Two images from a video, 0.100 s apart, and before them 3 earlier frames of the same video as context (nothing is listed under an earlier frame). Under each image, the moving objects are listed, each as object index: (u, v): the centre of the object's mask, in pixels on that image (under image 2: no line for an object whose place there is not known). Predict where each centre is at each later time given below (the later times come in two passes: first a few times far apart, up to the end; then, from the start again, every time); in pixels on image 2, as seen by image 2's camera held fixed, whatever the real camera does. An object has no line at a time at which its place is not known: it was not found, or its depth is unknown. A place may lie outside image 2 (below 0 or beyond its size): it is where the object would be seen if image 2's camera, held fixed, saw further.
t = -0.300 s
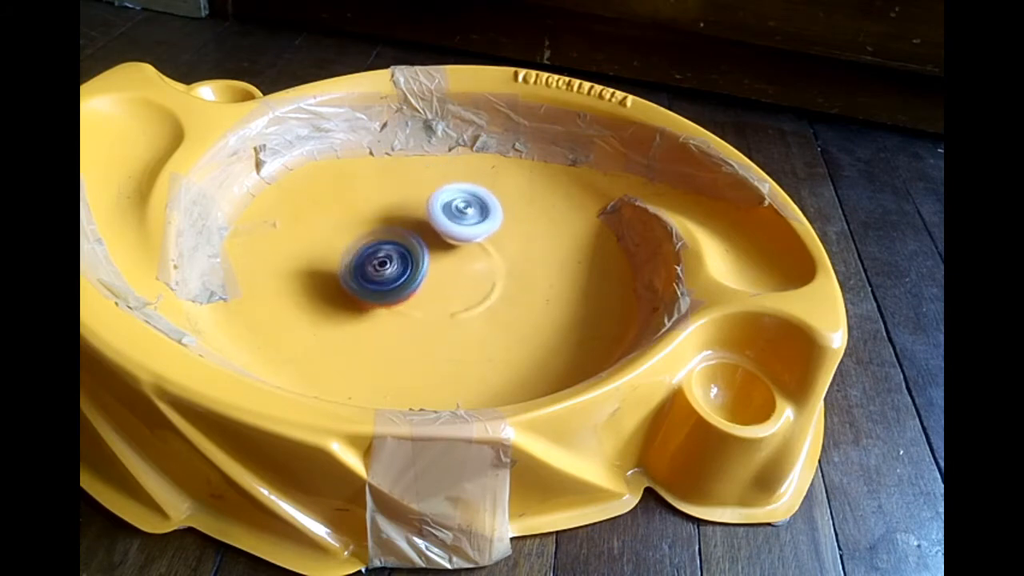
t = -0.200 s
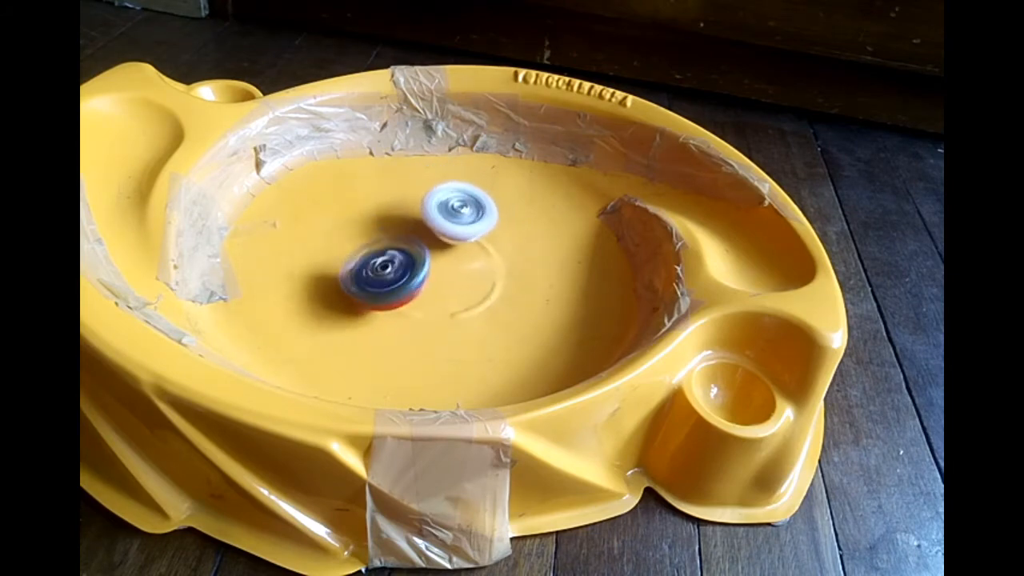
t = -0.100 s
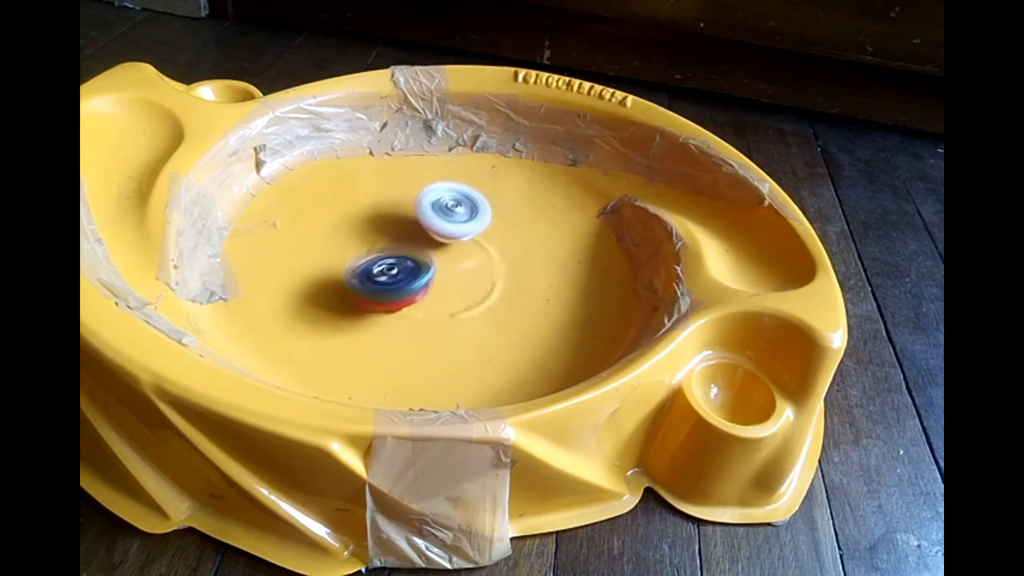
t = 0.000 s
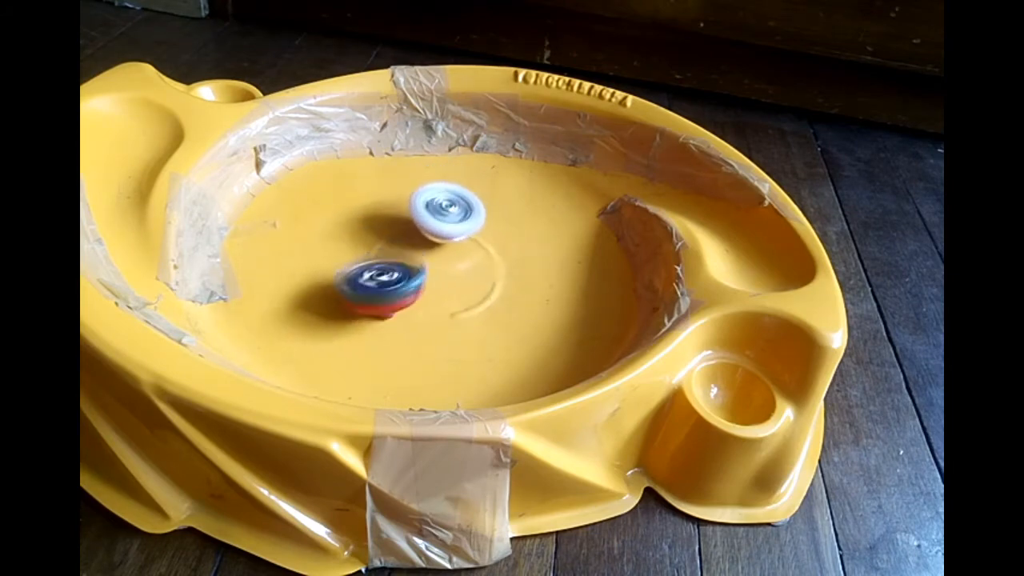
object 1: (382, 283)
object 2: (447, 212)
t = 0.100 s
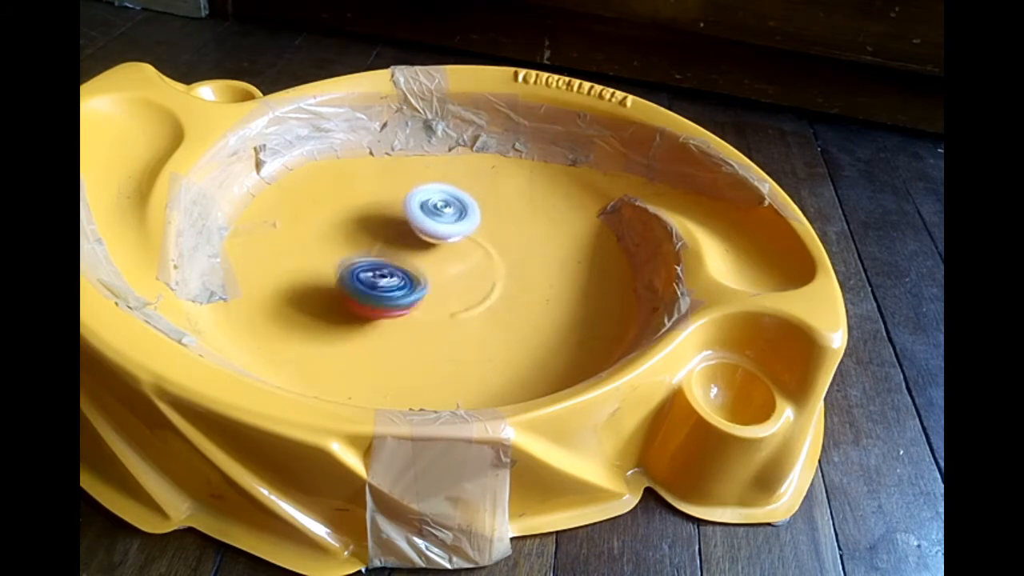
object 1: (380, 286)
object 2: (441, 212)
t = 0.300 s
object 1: (368, 276)
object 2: (435, 219)
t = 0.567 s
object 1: (377, 262)
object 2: (446, 232)
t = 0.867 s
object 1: (389, 274)
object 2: (474, 229)
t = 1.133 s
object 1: (384, 276)
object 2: (479, 220)
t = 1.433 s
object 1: (376, 265)
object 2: (465, 213)
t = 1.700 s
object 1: (368, 268)
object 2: (449, 214)
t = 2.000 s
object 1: (373, 272)
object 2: (444, 225)
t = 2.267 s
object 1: (377, 275)
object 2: (457, 237)
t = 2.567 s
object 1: (385, 281)
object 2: (475, 241)
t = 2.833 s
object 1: (387, 274)
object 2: (474, 240)
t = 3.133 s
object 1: (381, 275)
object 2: (462, 238)
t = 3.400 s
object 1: (382, 279)
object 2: (454, 242)
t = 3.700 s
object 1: (389, 277)
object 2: (452, 235)
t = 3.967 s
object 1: (394, 274)
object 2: (454, 227)
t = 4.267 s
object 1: (405, 276)
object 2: (444, 224)
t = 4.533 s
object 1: (414, 280)
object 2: (441, 225)
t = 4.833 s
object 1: (410, 303)
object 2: (441, 210)
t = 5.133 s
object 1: (416, 297)
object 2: (427, 203)
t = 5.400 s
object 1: (431, 296)
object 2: (428, 218)
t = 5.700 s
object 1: (446, 298)
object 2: (452, 216)
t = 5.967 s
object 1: (455, 293)
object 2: (454, 214)
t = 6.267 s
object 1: (471, 276)
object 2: (447, 217)
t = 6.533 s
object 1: (468, 274)
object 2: (458, 214)
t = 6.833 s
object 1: (466, 272)
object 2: (457, 213)
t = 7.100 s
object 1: (461, 273)
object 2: (457, 214)
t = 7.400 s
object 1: (462, 274)
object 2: (462, 212)
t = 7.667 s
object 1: (460, 278)
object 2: (463, 214)
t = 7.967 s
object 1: (472, 276)
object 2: (471, 214)
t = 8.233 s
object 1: (462, 271)
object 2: (469, 216)
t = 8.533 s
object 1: (458, 277)
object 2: (476, 220)
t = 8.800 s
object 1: (467, 281)
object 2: (457, 217)
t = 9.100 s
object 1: (456, 277)
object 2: (460, 216)
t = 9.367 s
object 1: (443, 279)
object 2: (444, 218)
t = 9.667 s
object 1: (431, 274)
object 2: (456, 225)
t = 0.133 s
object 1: (376, 285)
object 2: (439, 213)
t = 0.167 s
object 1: (372, 283)
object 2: (438, 214)
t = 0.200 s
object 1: (370, 281)
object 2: (437, 215)
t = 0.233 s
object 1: (369, 280)
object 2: (435, 216)
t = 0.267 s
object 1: (368, 278)
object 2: (436, 217)
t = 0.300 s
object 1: (368, 276)
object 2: (435, 219)
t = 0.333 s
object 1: (369, 273)
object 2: (435, 221)
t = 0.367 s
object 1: (370, 271)
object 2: (436, 223)
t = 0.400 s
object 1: (373, 269)
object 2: (437, 225)
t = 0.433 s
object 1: (376, 268)
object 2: (439, 226)
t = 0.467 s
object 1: (377, 268)
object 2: (440, 228)
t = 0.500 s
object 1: (376, 267)
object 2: (442, 230)
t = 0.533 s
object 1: (375, 265)
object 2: (443, 231)
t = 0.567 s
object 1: (377, 262)
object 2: (446, 232)
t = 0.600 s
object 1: (382, 263)
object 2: (449, 233)
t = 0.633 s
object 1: (381, 267)
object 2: (454, 232)
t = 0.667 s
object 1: (382, 268)
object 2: (459, 231)
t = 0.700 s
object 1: (385, 269)
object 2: (463, 230)
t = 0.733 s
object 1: (388, 271)
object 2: (465, 230)
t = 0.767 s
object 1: (392, 272)
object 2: (469, 230)
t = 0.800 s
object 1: (390, 274)
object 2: (470, 229)
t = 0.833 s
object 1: (389, 274)
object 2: (472, 229)
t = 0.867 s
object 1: (389, 274)
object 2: (474, 229)
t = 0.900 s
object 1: (384, 275)
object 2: (475, 229)
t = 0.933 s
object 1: (381, 276)
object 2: (476, 228)
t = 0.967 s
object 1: (382, 272)
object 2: (478, 227)
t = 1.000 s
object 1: (383, 276)
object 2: (479, 227)
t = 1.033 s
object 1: (383, 277)
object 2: (479, 225)
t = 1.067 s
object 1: (380, 276)
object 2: (480, 224)
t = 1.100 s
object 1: (381, 275)
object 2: (479, 222)
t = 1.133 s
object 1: (384, 276)
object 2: (479, 220)
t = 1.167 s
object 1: (384, 275)
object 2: (476, 219)
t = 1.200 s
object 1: (383, 274)
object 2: (474, 218)
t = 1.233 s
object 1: (382, 272)
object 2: (473, 217)
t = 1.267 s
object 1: (380, 269)
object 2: (471, 216)
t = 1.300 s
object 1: (380, 267)
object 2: (469, 215)
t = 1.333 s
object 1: (378, 266)
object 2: (469, 215)
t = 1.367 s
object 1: (379, 264)
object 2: (467, 214)
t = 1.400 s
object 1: (379, 266)
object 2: (466, 213)
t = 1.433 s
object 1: (376, 265)
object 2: (465, 213)
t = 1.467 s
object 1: (376, 264)
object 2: (462, 212)
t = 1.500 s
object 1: (376, 266)
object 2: (462, 213)
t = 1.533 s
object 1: (373, 265)
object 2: (459, 213)
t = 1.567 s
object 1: (373, 266)
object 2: (457, 212)
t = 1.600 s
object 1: (367, 267)
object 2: (455, 213)
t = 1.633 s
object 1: (365, 267)
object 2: (452, 213)
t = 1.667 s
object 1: (367, 267)
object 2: (451, 213)
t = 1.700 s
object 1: (368, 268)
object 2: (449, 214)
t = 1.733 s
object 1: (369, 270)
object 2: (447, 214)
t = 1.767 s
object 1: (367, 272)
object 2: (446, 215)
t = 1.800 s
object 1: (363, 272)
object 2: (444, 216)
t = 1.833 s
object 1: (366, 271)
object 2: (444, 217)
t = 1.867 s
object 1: (370, 272)
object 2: (443, 218)
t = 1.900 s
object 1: (370, 273)
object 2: (442, 219)
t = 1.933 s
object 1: (371, 273)
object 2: (443, 222)
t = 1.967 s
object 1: (372, 273)
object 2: (443, 223)
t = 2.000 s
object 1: (373, 272)
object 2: (444, 225)
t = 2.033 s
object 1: (379, 271)
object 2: (445, 227)
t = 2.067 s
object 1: (380, 273)
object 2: (446, 229)
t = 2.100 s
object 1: (378, 273)
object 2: (448, 231)
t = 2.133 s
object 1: (377, 273)
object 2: (449, 232)
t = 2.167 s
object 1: (376, 272)
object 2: (452, 233)
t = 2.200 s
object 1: (379, 270)
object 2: (453, 235)
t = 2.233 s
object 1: (382, 272)
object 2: (455, 236)
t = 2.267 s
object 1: (377, 275)
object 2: (457, 237)
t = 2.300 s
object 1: (374, 275)
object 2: (459, 238)
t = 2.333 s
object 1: (375, 275)
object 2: (461, 239)
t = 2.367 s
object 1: (377, 276)
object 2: (463, 240)
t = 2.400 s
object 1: (380, 277)
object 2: (465, 240)
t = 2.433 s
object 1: (383, 279)
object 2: (468, 241)
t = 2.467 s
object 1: (382, 280)
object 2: (469, 241)
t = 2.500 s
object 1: (382, 280)
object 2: (472, 242)
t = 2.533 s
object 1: (385, 280)
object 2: (473, 241)
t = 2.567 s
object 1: (385, 281)
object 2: (475, 241)
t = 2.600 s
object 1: (387, 280)
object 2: (475, 241)
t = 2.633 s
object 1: (389, 281)
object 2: (477, 241)
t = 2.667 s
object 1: (389, 281)
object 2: (477, 241)
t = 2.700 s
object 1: (390, 279)
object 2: (477, 240)
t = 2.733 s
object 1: (391, 278)
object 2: (478, 240)
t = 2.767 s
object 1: (389, 278)
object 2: (476, 240)
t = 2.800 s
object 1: (387, 276)
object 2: (476, 240)
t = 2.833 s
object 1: (387, 274)
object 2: (474, 240)
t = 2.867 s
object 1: (386, 273)
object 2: (475, 239)
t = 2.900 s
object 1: (388, 271)
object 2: (473, 239)
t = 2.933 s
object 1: (389, 274)
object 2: (472, 238)
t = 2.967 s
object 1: (384, 275)
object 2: (471, 239)
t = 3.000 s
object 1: (381, 274)
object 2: (469, 238)
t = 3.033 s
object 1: (380, 273)
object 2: (468, 238)
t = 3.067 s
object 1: (378, 274)
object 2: (466, 238)
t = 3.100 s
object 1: (378, 273)
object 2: (465, 238)
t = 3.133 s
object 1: (381, 275)
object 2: (462, 238)
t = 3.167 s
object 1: (382, 276)
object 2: (462, 238)
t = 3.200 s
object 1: (384, 276)
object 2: (459, 239)
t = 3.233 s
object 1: (386, 277)
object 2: (458, 239)
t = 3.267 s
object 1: (384, 278)
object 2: (457, 240)
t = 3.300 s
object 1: (383, 278)
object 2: (455, 241)
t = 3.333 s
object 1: (387, 277)
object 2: (455, 242)
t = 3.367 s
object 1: (388, 277)
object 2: (454, 242)
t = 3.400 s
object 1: (382, 279)
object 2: (454, 242)
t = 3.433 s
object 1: (378, 279)
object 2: (452, 241)
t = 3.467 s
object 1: (377, 274)
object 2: (453, 242)
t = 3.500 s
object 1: (380, 272)
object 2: (451, 242)
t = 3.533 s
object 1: (390, 271)
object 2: (451, 241)
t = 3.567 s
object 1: (392, 279)
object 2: (450, 240)
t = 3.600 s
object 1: (392, 281)
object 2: (452, 237)
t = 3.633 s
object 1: (391, 282)
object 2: (451, 236)
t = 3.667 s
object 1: (389, 280)
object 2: (453, 235)
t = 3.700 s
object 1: (389, 277)
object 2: (452, 235)
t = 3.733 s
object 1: (394, 277)
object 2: (455, 234)
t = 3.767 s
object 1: (395, 278)
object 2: (455, 233)
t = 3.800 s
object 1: (392, 278)
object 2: (457, 232)
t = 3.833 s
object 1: (389, 277)
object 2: (456, 231)
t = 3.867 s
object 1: (387, 274)
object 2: (456, 230)
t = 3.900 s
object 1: (389, 272)
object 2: (455, 229)
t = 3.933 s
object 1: (394, 272)
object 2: (455, 228)
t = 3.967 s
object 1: (394, 274)
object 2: (454, 227)
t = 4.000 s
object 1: (393, 274)
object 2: (453, 226)
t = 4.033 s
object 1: (395, 274)
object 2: (452, 225)
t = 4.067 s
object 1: (398, 273)
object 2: (451, 225)
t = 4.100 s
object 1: (403, 273)
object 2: (450, 224)
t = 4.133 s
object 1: (409, 275)
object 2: (449, 224)
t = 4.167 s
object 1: (411, 277)
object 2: (448, 223)
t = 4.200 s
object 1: (407, 278)
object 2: (446, 224)
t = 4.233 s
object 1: (406, 277)
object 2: (446, 223)
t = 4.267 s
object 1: (405, 276)
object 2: (444, 224)
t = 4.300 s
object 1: (406, 276)
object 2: (444, 224)
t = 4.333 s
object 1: (410, 277)
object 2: (443, 224)
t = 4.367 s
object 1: (410, 281)
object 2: (442, 223)
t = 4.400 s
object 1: (407, 282)
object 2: (440, 224)
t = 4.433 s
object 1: (406, 283)
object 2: (441, 224)
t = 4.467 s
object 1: (408, 281)
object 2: (440, 224)
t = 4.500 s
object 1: (411, 279)
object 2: (442, 225)
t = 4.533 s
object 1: (414, 280)
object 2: (441, 225)
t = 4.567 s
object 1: (415, 283)
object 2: (443, 226)
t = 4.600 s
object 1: (413, 282)
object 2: (443, 226)
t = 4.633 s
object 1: (411, 281)
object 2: (444, 226)
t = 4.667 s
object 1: (412, 278)
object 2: (445, 226)
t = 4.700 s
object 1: (416, 279)
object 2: (445, 225)
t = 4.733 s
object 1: (415, 288)
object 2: (444, 216)
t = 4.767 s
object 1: (417, 297)
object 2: (441, 212)
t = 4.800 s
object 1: (412, 301)
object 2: (441, 211)
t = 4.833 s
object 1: (410, 303)
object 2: (441, 210)
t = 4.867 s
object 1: (410, 303)
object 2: (441, 207)
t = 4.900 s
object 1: (410, 303)
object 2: (442, 203)
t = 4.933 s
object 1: (411, 304)
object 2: (438, 201)
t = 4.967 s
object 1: (413, 303)
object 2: (436, 203)
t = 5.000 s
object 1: (413, 302)
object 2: (437, 202)
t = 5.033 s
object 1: (414, 302)
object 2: (434, 199)
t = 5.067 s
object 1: (415, 302)
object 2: (431, 200)
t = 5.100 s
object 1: (416, 299)
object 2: (428, 201)
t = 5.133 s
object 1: (416, 297)
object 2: (427, 203)
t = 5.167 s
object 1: (417, 296)
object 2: (427, 206)
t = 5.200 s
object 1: (419, 295)
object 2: (426, 205)
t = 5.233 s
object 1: (420, 295)
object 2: (421, 205)
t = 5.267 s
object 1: (420, 296)
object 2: (423, 209)
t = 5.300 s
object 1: (422, 292)
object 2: (424, 212)
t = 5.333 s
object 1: (428, 291)
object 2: (424, 214)
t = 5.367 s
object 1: (431, 294)
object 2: (426, 216)
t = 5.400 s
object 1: (431, 296)
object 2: (428, 218)
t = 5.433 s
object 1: (434, 296)
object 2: (431, 220)
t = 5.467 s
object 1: (436, 297)
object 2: (435, 221)
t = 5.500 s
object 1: (437, 297)
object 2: (438, 222)
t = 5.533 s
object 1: (438, 298)
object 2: (440, 223)
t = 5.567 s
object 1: (439, 298)
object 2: (444, 222)
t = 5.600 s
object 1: (439, 299)
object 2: (447, 221)
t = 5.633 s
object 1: (444, 299)
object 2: (449, 220)
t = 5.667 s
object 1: (444, 298)
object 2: (451, 218)
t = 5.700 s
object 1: (446, 298)
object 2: (452, 216)
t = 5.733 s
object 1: (447, 299)
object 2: (451, 216)
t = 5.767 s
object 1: (448, 297)
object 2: (453, 214)
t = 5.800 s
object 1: (449, 296)
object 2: (454, 212)
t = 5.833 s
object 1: (450, 296)
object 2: (451, 213)
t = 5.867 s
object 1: (452, 295)
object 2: (452, 212)
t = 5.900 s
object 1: (452, 294)
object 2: (452, 213)
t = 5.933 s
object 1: (454, 293)
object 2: (452, 215)
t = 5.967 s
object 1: (455, 293)
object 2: (454, 214)
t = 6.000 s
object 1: (455, 294)
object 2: (451, 212)
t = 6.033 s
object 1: (455, 291)
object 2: (446, 211)
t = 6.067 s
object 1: (456, 287)
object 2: (445, 211)
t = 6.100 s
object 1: (456, 284)
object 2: (445, 213)
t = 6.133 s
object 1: (459, 280)
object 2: (445, 214)
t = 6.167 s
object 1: (462, 279)
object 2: (447, 215)
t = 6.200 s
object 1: (463, 278)
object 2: (447, 215)
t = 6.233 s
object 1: (466, 276)
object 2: (445, 217)
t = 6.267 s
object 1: (471, 276)
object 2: (447, 217)
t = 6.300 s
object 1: (475, 274)
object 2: (448, 218)
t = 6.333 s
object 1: (477, 277)
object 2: (451, 217)
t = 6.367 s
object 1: (477, 276)
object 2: (453, 217)
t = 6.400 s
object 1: (474, 278)
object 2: (452, 216)
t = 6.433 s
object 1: (469, 278)
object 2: (452, 216)
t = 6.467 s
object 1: (466, 277)
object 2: (452, 217)
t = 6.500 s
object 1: (467, 275)
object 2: (455, 215)
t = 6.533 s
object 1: (468, 274)
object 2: (458, 214)
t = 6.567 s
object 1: (471, 274)
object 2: (457, 213)
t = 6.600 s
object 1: (473, 275)
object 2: (458, 211)
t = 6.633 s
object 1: (473, 277)
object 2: (456, 211)
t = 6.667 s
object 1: (468, 279)
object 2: (454, 211)
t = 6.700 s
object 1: (463, 279)
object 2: (455, 213)
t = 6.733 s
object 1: (462, 278)
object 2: (457, 214)
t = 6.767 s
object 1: (461, 276)
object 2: (457, 213)
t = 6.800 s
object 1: (463, 273)
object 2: (457, 213)
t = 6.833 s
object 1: (466, 272)
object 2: (457, 213)
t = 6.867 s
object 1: (467, 273)
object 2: (456, 212)
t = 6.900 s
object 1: (466, 274)
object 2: (453, 212)
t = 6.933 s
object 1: (466, 275)
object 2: (455, 212)
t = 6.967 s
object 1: (465, 275)
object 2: (456, 213)
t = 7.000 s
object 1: (463, 274)
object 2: (456, 213)
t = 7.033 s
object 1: (460, 273)
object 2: (458, 213)
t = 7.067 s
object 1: (460, 273)
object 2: (458, 213)
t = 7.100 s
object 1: (461, 273)
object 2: (457, 214)
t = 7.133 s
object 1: (462, 273)
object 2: (456, 213)
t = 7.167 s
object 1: (464, 273)
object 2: (457, 212)
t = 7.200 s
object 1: (466, 274)
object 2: (459, 213)
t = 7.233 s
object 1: (466, 276)
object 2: (458, 212)
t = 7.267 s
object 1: (463, 275)
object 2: (460, 212)
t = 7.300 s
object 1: (461, 275)
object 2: (461, 212)
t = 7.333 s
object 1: (461, 275)
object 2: (461, 211)
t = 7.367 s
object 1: (461, 275)
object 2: (460, 213)
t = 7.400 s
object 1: (462, 274)
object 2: (462, 212)
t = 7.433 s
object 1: (465, 274)
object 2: (462, 213)
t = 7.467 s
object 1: (467, 276)
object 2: (461, 212)
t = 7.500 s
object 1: (470, 279)
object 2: (463, 213)
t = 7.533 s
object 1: (470, 280)
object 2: (463, 213)
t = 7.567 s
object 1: (468, 283)
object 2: (462, 213)
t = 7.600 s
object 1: (463, 284)
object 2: (462, 213)
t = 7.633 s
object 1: (461, 280)
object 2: (462, 213)
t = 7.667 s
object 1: (460, 278)
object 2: (463, 214)
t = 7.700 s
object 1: (462, 279)
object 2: (460, 214)
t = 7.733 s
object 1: (464, 279)
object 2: (461, 213)
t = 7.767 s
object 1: (466, 278)
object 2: (461, 213)
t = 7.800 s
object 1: (469, 275)
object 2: (462, 212)
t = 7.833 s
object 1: (472, 275)
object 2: (462, 213)
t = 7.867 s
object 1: (474, 274)
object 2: (464, 212)
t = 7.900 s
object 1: (476, 274)
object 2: (466, 213)
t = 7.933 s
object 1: (475, 275)
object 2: (467, 213)
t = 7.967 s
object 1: (472, 276)
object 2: (471, 214)
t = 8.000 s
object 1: (468, 273)
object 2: (474, 215)
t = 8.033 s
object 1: (467, 272)
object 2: (472, 215)
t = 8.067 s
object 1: (465, 273)
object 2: (469, 215)
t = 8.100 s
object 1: (462, 273)
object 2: (468, 214)
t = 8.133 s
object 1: (461, 271)
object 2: (467, 215)
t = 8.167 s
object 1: (460, 271)
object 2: (465, 216)
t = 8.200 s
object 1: (461, 270)
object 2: (467, 216)
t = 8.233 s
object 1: (462, 271)
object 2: (469, 216)
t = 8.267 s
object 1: (464, 270)
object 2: (471, 216)
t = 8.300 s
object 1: (466, 269)
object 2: (470, 215)
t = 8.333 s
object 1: (466, 272)
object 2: (471, 214)
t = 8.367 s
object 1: (465, 271)
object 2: (469, 213)
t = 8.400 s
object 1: (466, 273)
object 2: (466, 212)
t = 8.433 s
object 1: (465, 274)
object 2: (467, 213)
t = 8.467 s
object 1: (463, 276)
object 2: (469, 216)
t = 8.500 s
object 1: (459, 277)
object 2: (472, 218)
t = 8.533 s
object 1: (458, 277)
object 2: (476, 220)
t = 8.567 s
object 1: (460, 275)
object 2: (478, 219)
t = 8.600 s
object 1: (458, 273)
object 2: (474, 218)
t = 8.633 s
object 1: (457, 274)
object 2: (467, 217)
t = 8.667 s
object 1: (458, 274)
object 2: (462, 218)
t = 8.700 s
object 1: (460, 275)
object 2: (462, 219)
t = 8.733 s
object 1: (463, 277)
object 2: (462, 220)
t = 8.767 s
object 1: (465, 278)
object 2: (462, 217)
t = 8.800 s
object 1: (467, 281)
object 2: (457, 217)
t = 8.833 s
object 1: (466, 284)
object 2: (453, 216)
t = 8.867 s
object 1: (460, 284)
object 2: (449, 216)
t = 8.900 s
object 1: (452, 284)
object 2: (451, 217)
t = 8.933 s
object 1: (449, 284)
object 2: (451, 218)
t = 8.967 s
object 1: (449, 281)
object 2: (455, 220)
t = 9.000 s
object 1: (448, 281)
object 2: (459, 220)
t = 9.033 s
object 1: (449, 280)
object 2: (461, 220)
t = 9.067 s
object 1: (453, 279)
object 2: (461, 218)
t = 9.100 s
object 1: (456, 277)
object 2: (460, 216)
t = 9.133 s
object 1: (457, 278)
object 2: (459, 216)
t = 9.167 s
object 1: (458, 278)
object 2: (458, 215)
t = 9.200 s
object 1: (457, 277)
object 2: (455, 214)
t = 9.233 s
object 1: (453, 277)
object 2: (454, 214)
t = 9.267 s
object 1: (449, 280)
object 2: (451, 216)
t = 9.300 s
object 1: (446, 280)
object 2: (446, 215)
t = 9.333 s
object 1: (441, 277)
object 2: (444, 217)
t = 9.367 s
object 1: (443, 279)
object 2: (444, 218)
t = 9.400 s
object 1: (445, 279)
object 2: (446, 220)
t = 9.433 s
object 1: (445, 280)
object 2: (448, 219)
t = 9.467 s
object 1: (442, 283)
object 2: (449, 221)
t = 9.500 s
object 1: (439, 283)
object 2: (450, 224)
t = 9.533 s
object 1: (435, 282)
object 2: (452, 225)
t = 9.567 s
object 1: (434, 281)
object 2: (455, 225)
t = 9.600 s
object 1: (431, 278)
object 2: (456, 225)
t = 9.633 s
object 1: (430, 277)
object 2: (457, 224)
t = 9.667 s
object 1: (431, 274)
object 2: (456, 225)
